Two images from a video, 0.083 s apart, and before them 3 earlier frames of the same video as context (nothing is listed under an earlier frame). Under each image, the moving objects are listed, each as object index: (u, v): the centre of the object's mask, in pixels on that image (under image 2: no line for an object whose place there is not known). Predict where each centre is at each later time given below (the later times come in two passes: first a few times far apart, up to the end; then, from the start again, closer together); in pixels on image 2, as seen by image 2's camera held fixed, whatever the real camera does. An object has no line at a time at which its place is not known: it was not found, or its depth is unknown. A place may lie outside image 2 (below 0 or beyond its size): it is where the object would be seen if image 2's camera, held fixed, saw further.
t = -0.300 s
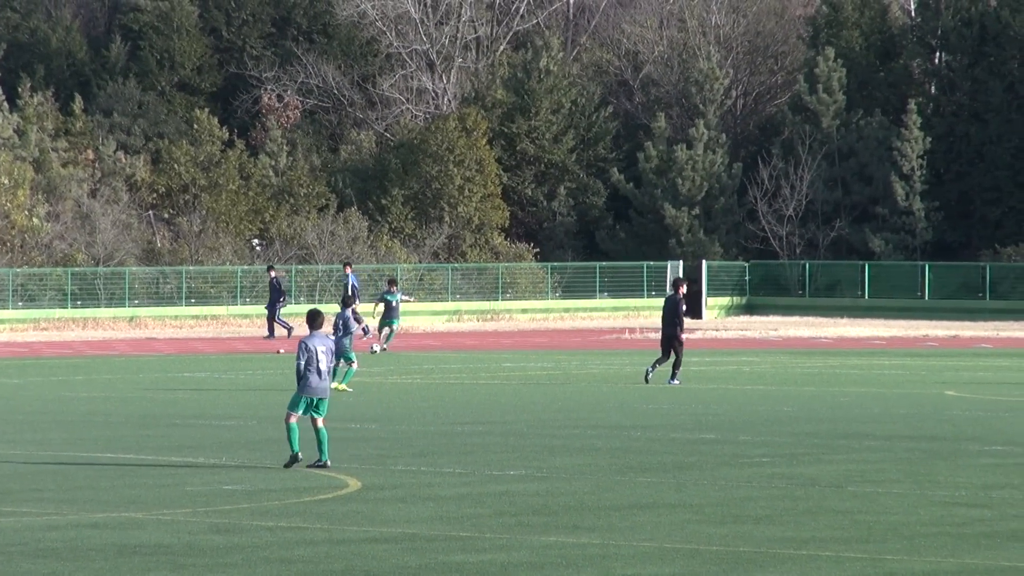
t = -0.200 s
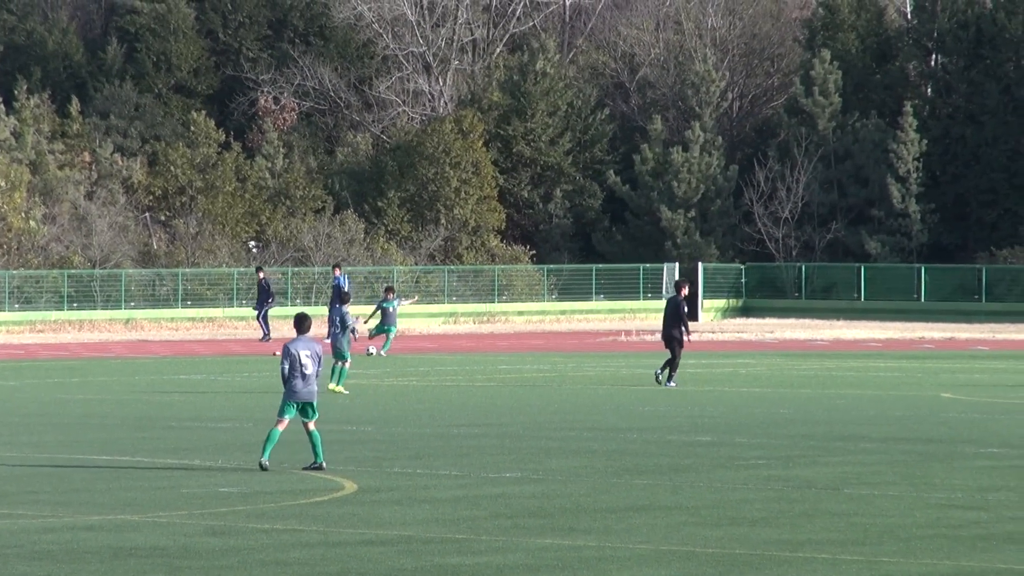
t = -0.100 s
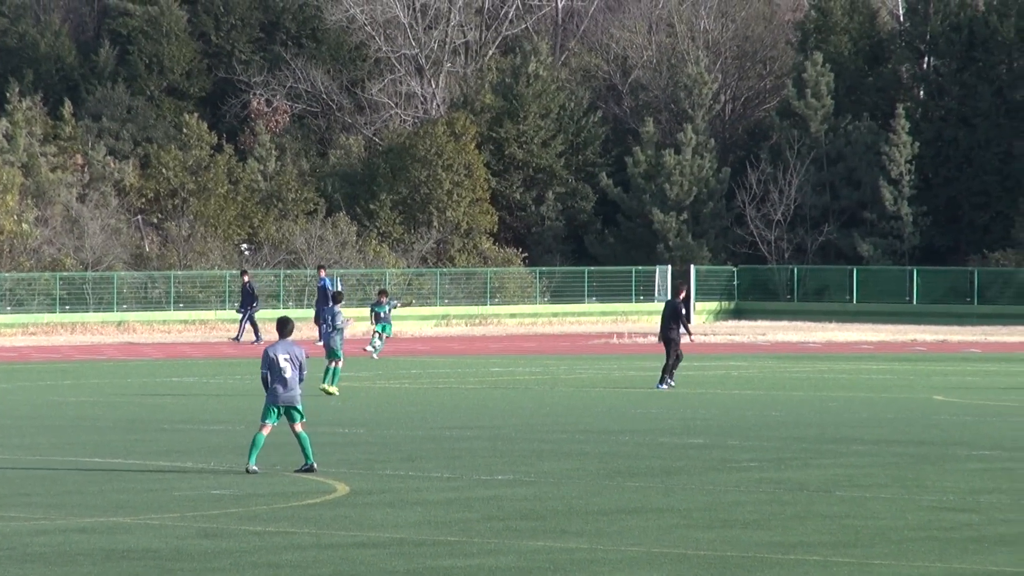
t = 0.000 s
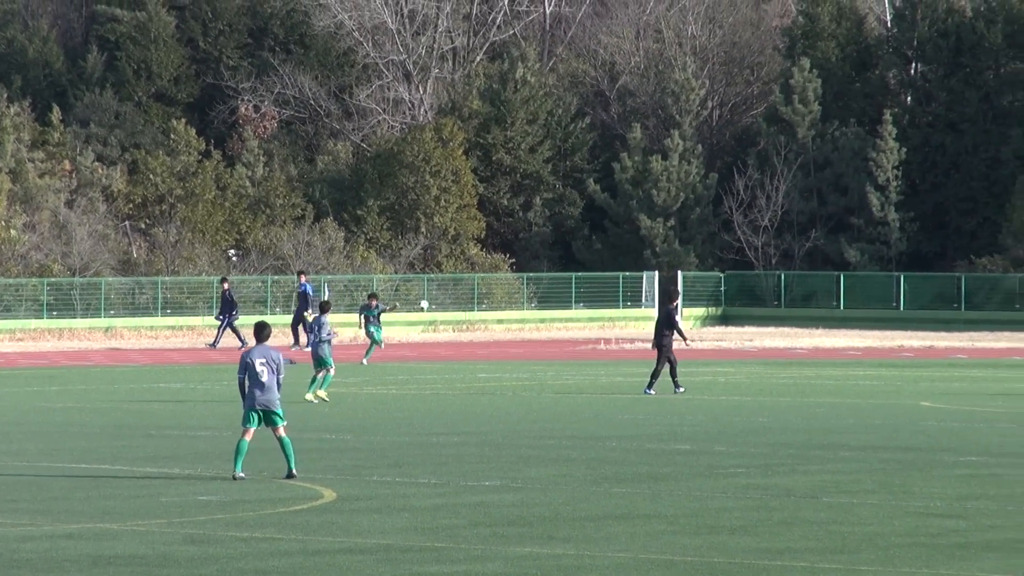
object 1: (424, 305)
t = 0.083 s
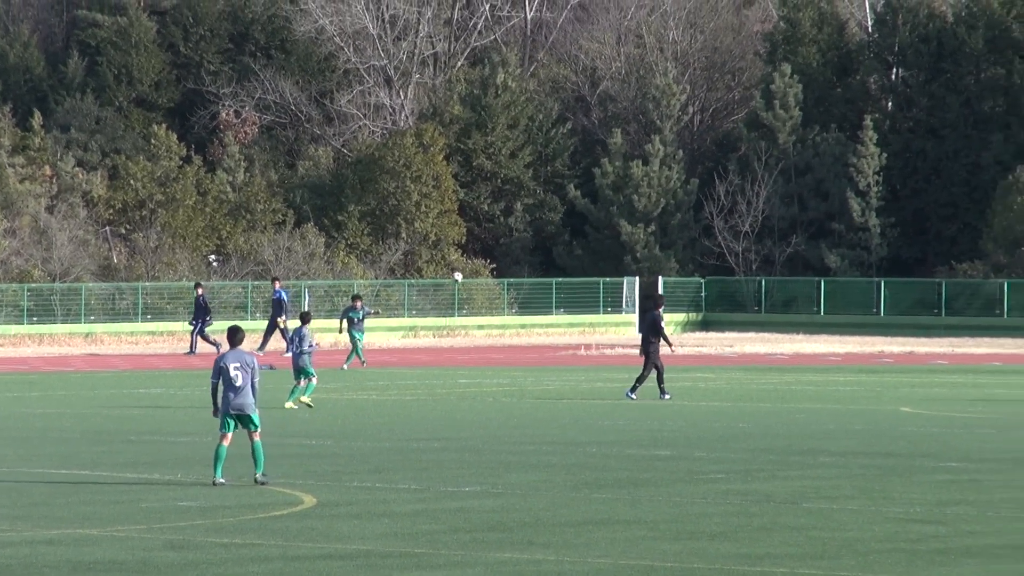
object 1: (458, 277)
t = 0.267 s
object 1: (583, 214)
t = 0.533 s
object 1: (788, 141)
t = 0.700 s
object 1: (924, 118)
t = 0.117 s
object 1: (480, 264)
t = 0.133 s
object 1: (490, 259)
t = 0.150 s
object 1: (501, 253)
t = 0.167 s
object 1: (512, 247)
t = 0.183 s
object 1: (524, 242)
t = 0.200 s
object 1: (535, 236)
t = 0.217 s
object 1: (547, 230)
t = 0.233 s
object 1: (559, 225)
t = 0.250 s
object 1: (571, 219)
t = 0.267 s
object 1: (583, 214)
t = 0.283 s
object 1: (595, 208)
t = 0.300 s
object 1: (607, 203)
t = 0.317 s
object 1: (619, 198)
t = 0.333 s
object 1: (631, 193)
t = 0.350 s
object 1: (644, 188)
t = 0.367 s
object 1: (657, 184)
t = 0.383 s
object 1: (670, 179)
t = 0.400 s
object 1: (682, 174)
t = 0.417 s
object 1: (695, 170)
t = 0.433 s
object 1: (708, 166)
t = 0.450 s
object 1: (721, 162)
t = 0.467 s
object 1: (734, 157)
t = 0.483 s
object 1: (747, 153)
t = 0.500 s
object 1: (761, 149)
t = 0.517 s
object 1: (774, 145)
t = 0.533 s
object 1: (788, 141)
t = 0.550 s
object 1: (802, 138)
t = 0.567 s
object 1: (815, 134)
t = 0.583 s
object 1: (829, 131)
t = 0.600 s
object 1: (843, 128)
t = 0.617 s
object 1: (857, 125)
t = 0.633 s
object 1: (870, 122)
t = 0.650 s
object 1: (885, 119)
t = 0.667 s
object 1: (897, 118)
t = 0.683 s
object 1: (909, 120)
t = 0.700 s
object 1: (924, 118)
